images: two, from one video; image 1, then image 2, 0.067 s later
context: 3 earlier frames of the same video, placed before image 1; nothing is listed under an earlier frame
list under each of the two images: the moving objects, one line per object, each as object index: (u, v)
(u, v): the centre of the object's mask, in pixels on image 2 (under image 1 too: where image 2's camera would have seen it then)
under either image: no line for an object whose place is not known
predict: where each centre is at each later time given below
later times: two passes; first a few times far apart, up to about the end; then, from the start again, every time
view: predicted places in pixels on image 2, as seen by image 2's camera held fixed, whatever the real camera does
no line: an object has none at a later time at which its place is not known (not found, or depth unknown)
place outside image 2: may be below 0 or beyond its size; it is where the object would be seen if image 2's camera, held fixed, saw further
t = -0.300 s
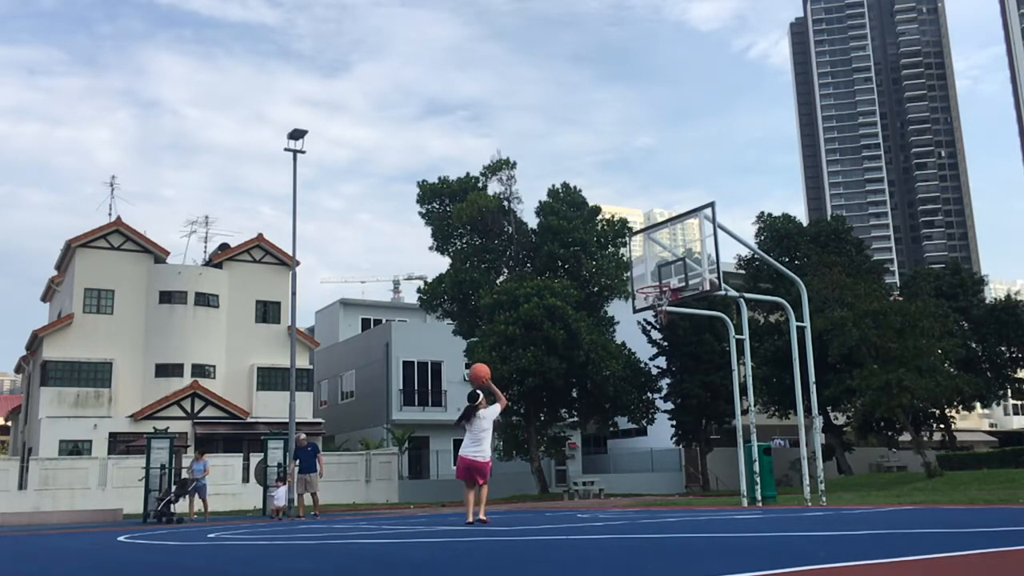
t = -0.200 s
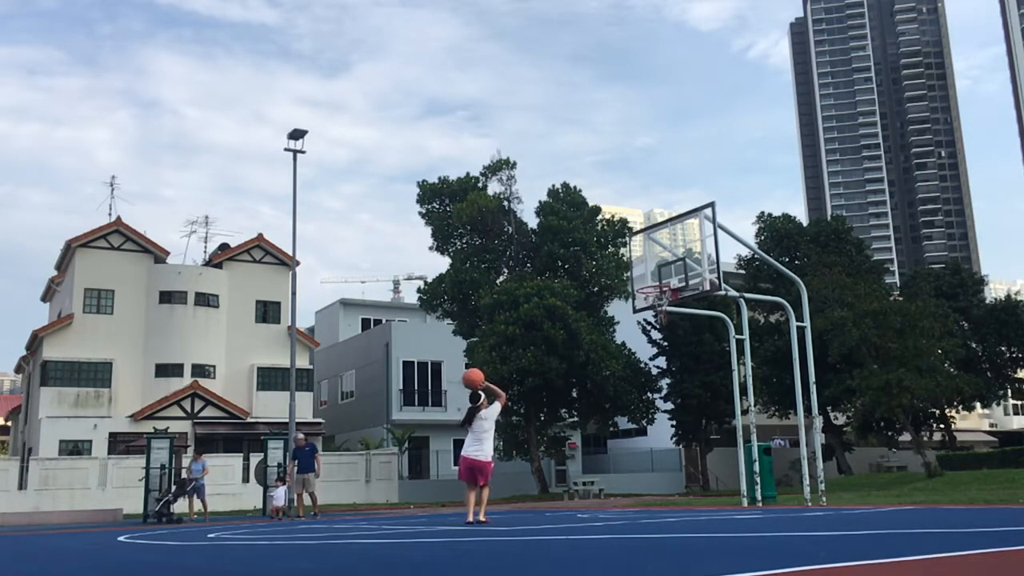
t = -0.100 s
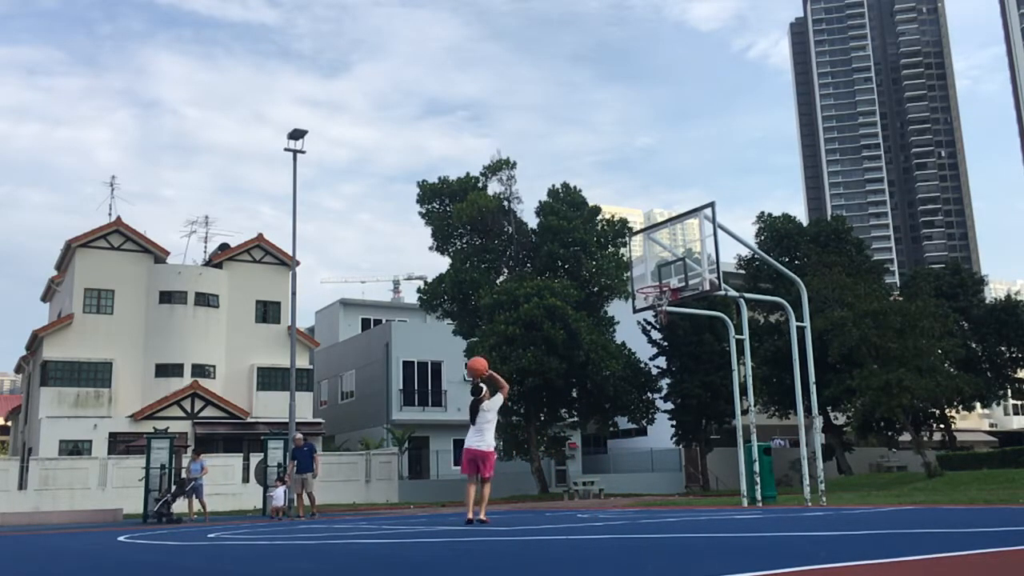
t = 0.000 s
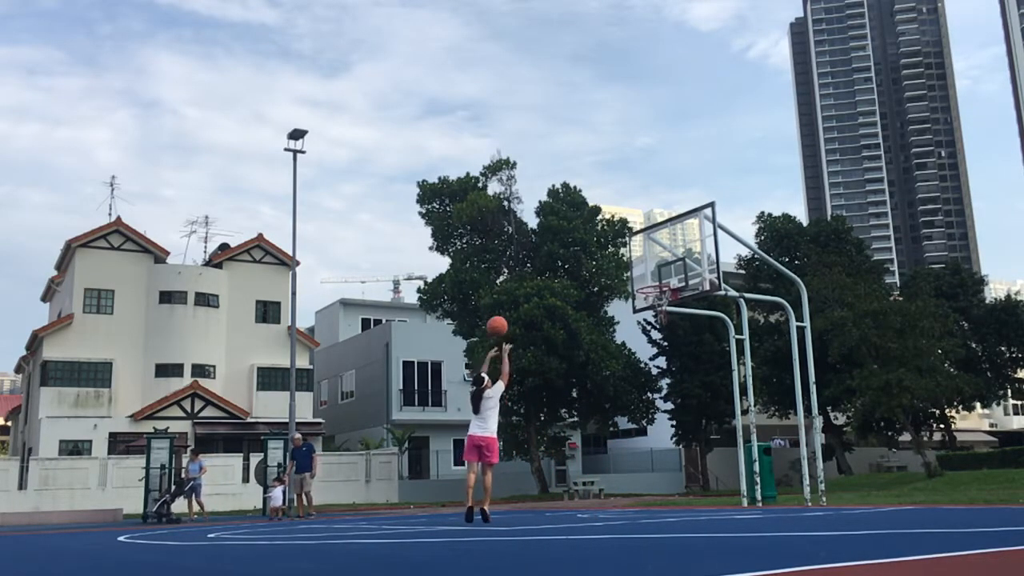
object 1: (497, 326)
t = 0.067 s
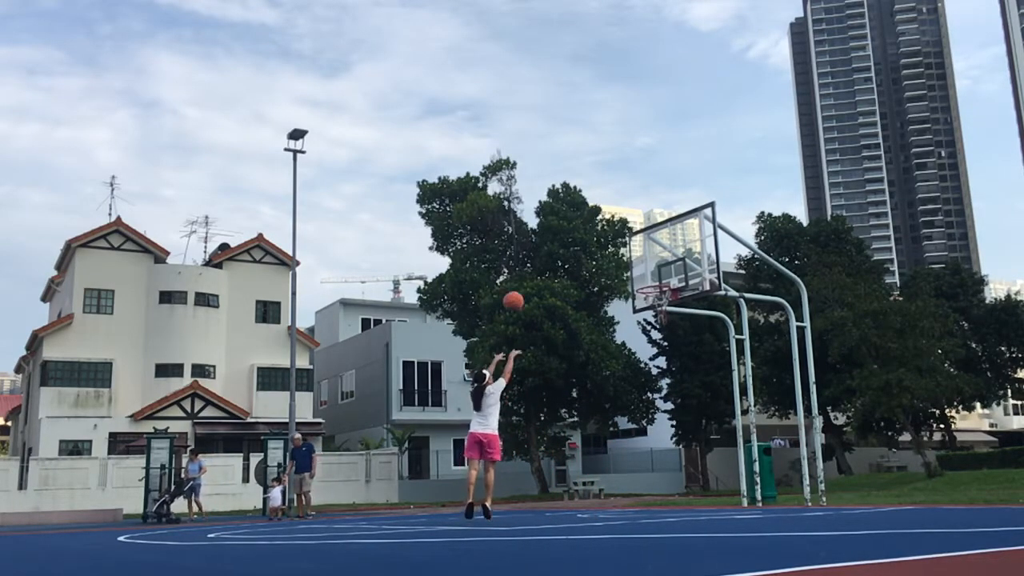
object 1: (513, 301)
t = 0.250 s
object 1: (555, 257)
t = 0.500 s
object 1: (605, 242)
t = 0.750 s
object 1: (650, 273)
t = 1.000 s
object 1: (646, 266)
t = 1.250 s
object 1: (622, 275)
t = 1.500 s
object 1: (599, 329)
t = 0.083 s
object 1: (517, 296)
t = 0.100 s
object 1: (521, 291)
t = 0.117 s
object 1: (525, 285)
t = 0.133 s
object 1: (529, 281)
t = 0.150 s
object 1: (533, 276)
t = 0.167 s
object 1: (537, 273)
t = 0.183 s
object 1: (541, 269)
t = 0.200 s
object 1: (544, 266)
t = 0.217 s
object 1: (547, 262)
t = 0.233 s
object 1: (551, 260)
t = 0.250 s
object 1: (555, 257)
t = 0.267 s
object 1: (558, 254)
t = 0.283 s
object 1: (562, 252)
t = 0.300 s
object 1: (565, 249)
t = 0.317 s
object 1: (569, 248)
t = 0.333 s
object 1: (572, 247)
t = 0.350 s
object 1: (575, 245)
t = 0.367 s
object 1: (579, 244)
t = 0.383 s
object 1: (582, 243)
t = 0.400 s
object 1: (585, 242)
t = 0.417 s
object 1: (589, 242)
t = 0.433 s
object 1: (592, 242)
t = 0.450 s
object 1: (595, 242)
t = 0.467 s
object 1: (598, 242)
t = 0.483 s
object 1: (602, 242)
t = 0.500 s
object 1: (605, 242)
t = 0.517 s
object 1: (608, 243)
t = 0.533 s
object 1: (611, 244)
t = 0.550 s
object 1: (614, 245)
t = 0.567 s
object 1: (617, 247)
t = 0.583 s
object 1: (620, 247)
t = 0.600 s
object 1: (623, 250)
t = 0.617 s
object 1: (626, 251)
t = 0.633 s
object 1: (629, 254)
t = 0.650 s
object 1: (632, 256)
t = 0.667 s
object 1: (635, 259)
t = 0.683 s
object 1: (638, 261)
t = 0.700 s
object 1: (641, 264)
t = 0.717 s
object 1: (644, 267)
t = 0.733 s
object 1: (647, 270)
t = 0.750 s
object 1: (650, 273)
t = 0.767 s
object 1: (653, 276)
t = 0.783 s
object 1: (656, 279)
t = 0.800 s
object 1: (659, 283)
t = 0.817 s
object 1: (660, 283)
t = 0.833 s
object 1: (660, 281)
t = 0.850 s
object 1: (660, 278)
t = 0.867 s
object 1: (660, 277)
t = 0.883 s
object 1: (659, 275)
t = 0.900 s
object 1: (657, 273)
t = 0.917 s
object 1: (655, 271)
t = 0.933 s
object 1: (653, 270)
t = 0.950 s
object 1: (651, 269)
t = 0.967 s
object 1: (649, 268)
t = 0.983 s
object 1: (648, 267)
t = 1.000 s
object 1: (646, 266)
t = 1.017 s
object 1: (644, 266)
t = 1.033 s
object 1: (643, 265)
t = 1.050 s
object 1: (641, 265)
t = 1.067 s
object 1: (639, 265)
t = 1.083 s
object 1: (638, 265)
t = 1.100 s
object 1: (637, 266)
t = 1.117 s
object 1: (635, 266)
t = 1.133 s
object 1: (633, 267)
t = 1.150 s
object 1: (631, 267)
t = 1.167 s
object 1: (629, 269)
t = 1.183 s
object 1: (628, 270)
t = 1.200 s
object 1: (626, 271)
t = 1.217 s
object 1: (625, 273)
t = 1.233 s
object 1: (623, 274)
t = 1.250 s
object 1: (622, 275)
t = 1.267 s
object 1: (620, 279)
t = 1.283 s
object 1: (619, 281)
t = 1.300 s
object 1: (618, 283)
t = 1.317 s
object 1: (616, 287)
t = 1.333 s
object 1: (614, 288)
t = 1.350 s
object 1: (613, 293)
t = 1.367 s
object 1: (611, 296)
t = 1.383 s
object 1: (610, 300)
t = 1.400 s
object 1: (608, 303)
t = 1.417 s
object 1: (606, 307)
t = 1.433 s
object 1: (605, 312)
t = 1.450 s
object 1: (605, 315)
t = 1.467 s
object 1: (603, 319)
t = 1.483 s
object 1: (601, 324)
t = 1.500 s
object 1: (599, 329)
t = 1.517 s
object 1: (598, 335)
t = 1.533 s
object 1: (597, 340)
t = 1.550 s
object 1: (595, 345)
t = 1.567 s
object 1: (594, 351)
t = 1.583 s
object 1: (592, 357)
